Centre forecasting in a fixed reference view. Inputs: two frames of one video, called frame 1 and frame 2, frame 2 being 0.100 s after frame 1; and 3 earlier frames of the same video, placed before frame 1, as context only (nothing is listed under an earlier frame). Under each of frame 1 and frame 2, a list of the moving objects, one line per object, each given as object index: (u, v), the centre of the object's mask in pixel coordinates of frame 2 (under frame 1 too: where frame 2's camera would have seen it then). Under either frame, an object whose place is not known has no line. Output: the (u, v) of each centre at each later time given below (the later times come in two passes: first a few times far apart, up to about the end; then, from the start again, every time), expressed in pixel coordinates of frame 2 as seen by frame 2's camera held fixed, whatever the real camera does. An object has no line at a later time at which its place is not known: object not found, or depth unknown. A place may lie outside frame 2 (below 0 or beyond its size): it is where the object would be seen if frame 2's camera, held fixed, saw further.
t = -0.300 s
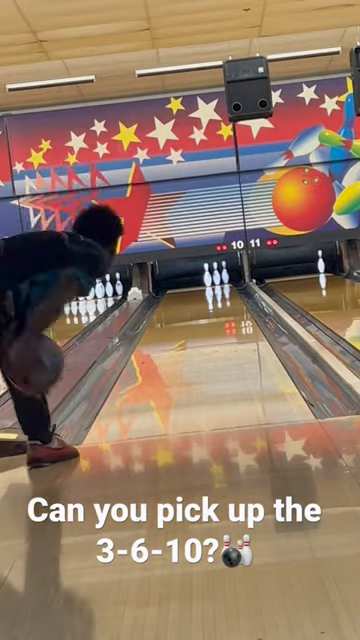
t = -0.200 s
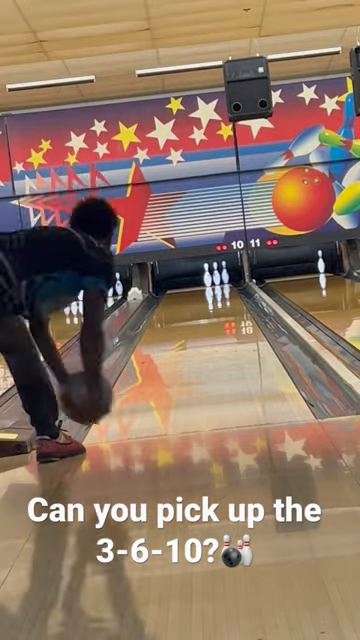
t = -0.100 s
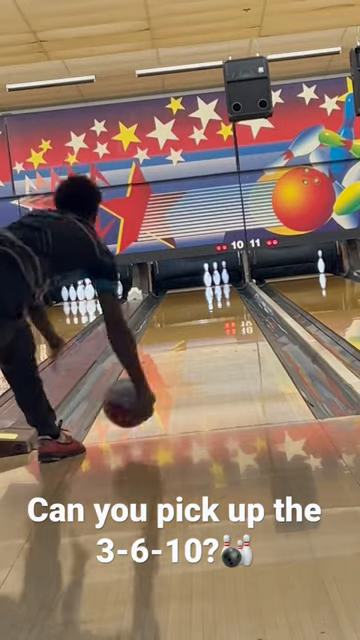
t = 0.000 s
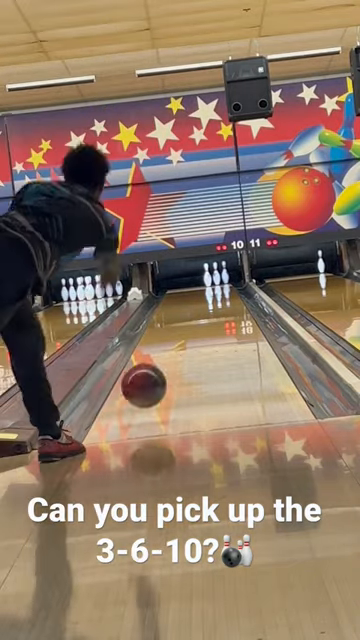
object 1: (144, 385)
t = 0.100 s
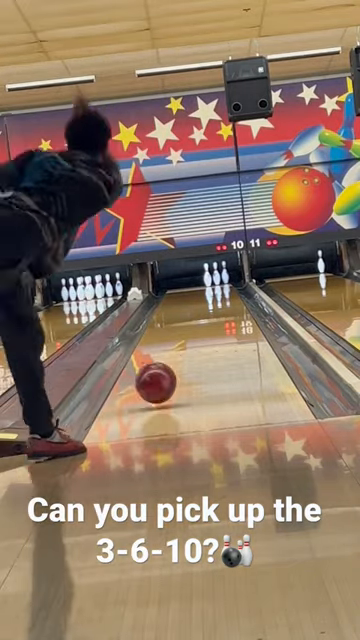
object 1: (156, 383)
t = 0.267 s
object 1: (170, 368)
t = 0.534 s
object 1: (187, 346)
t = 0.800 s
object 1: (199, 331)
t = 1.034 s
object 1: (205, 319)
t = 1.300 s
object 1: (212, 309)
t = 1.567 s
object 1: (217, 301)
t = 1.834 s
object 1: (220, 294)
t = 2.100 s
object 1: (223, 289)
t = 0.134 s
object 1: (159, 383)
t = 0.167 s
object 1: (162, 379)
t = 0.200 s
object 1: (165, 375)
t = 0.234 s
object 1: (168, 372)
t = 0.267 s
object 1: (170, 368)
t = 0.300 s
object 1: (173, 365)
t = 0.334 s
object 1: (175, 362)
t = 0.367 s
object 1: (177, 359)
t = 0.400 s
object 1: (179, 356)
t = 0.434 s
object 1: (181, 353)
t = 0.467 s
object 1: (183, 351)
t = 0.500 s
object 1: (185, 349)
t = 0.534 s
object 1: (187, 346)
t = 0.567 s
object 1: (188, 343)
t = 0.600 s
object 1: (190, 341)
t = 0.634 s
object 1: (191, 340)
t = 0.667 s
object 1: (193, 337)
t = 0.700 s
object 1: (194, 335)
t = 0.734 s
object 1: (196, 333)
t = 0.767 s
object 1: (197, 332)
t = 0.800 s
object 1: (199, 331)
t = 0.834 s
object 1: (199, 328)
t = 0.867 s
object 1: (201, 326)
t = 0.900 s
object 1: (202, 325)
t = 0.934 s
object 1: (203, 323)
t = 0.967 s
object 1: (204, 322)
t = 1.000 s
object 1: (205, 320)
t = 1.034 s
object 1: (205, 319)
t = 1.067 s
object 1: (206, 318)
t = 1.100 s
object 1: (208, 316)
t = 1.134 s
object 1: (208, 315)
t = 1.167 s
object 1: (209, 313)
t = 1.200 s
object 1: (210, 312)
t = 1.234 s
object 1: (211, 311)
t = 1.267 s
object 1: (212, 309)
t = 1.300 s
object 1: (212, 309)
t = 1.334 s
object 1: (213, 307)
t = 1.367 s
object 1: (214, 306)
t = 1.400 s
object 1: (214, 305)
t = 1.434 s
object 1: (214, 305)
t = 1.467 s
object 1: (214, 304)
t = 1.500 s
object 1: (216, 303)
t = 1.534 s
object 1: (216, 302)
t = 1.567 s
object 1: (217, 301)
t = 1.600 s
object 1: (217, 300)
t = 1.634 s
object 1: (218, 299)
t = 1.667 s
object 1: (218, 298)
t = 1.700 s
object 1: (219, 297)
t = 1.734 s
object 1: (219, 296)
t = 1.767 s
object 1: (220, 296)
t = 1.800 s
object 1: (220, 295)
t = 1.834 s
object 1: (220, 294)
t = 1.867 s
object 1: (220, 294)
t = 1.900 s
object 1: (221, 293)
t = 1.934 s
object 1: (221, 293)
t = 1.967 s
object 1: (222, 292)
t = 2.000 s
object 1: (221, 292)
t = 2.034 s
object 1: (222, 292)
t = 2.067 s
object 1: (223, 290)
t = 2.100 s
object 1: (223, 289)
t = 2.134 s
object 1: (223, 289)
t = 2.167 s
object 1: (224, 288)
